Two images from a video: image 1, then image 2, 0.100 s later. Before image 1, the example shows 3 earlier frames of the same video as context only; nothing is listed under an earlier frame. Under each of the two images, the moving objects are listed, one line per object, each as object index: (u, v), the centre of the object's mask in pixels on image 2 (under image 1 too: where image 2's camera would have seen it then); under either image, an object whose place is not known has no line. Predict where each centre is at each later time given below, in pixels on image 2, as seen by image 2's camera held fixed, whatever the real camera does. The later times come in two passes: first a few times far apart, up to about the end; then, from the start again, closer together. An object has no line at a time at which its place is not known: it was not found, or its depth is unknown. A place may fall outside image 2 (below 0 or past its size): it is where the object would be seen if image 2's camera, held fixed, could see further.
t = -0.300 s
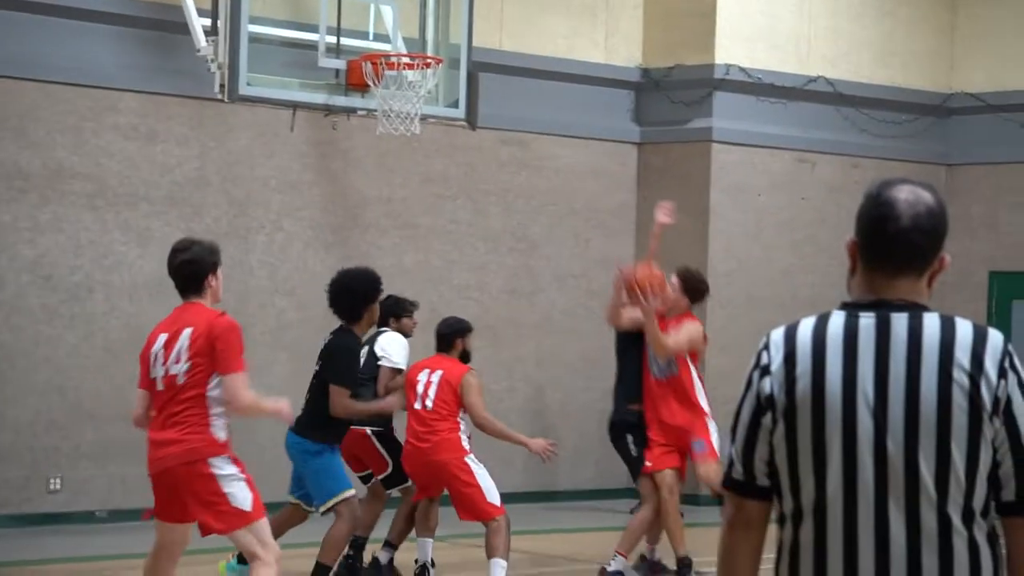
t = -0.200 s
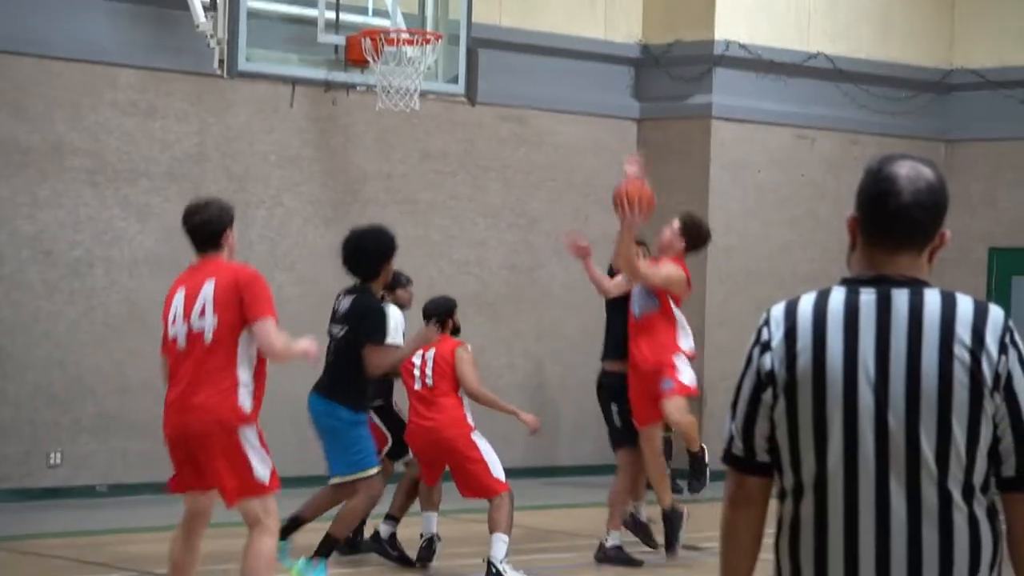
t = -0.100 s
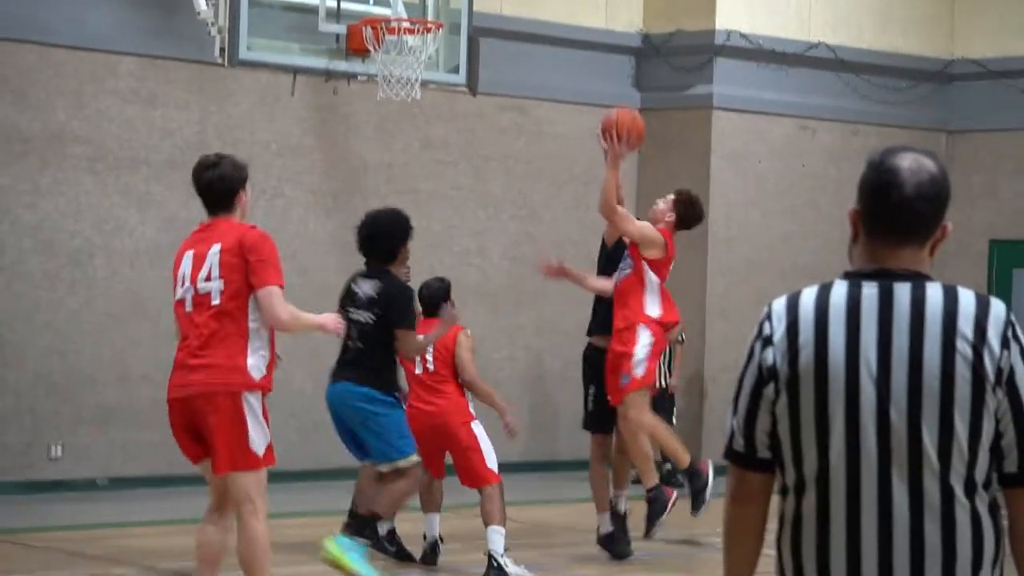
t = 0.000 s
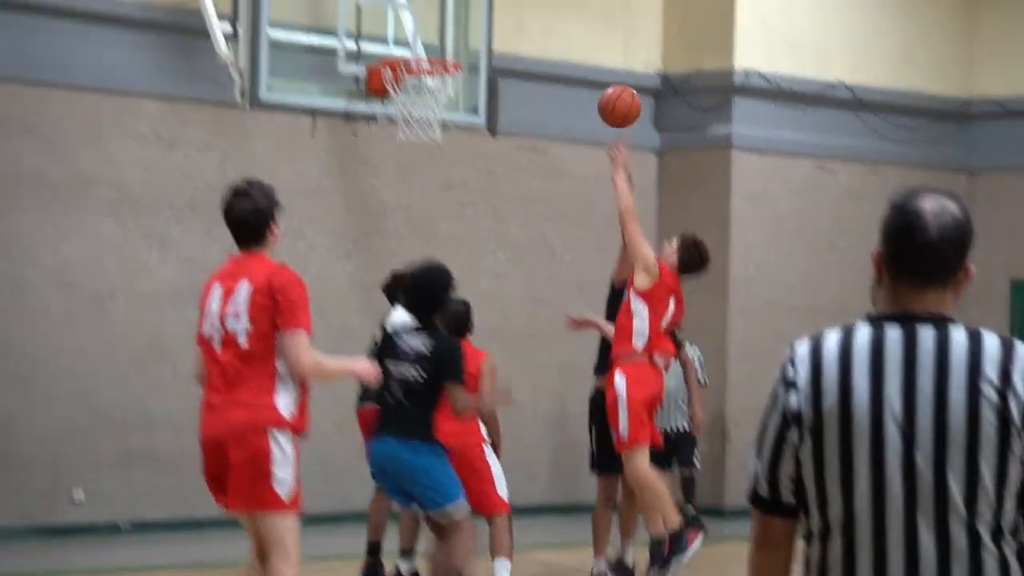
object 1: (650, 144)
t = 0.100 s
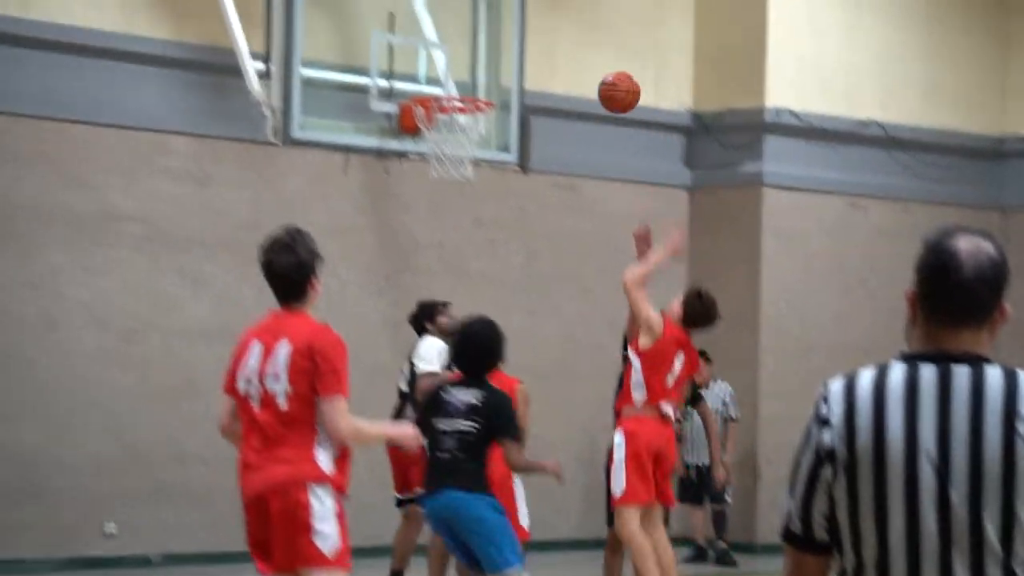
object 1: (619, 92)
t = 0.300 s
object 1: (558, 44)
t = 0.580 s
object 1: (474, 86)
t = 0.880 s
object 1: (472, 122)
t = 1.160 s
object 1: (472, 159)
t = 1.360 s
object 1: (450, 236)
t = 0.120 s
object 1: (613, 85)
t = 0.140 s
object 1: (606, 77)
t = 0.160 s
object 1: (600, 71)
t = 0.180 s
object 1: (594, 64)
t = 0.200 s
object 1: (588, 59)
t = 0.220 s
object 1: (582, 55)
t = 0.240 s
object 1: (576, 51)
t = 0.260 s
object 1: (570, 48)
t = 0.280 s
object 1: (564, 46)
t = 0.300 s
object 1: (558, 44)
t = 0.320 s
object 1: (552, 43)
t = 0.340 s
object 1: (546, 43)
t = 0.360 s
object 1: (540, 44)
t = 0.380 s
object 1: (534, 44)
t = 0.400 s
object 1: (528, 46)
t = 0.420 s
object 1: (522, 49)
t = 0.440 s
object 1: (516, 52)
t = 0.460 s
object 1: (511, 55)
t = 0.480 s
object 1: (505, 60)
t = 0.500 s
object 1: (498, 64)
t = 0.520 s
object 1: (492, 69)
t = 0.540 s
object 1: (486, 76)
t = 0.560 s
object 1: (479, 82)
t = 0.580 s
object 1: (474, 86)
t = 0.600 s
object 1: (467, 86)
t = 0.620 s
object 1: (461, 86)
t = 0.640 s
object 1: (454, 87)
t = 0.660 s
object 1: (446, 92)
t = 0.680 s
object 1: (441, 94)
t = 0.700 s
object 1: (439, 95)
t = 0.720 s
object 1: (440, 102)
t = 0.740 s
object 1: (445, 99)
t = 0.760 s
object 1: (448, 104)
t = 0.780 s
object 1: (451, 106)
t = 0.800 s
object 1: (452, 108)
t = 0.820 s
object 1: (456, 112)
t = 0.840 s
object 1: (464, 117)
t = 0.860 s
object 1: (468, 119)
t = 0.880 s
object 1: (472, 122)
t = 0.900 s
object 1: (475, 127)
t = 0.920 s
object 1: (479, 132)
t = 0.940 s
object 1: (480, 135)
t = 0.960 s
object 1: (482, 136)
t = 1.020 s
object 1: (483, 141)
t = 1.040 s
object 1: (482, 142)
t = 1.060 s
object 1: (480, 144)
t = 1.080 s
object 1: (479, 147)
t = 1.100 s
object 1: (478, 148)
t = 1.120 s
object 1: (477, 150)
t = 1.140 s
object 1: (474, 155)
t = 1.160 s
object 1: (472, 159)
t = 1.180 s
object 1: (470, 164)
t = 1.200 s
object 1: (467, 169)
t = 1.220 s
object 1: (465, 175)
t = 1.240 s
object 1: (463, 183)
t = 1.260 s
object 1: (461, 189)
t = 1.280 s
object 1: (458, 197)
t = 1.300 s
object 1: (456, 206)
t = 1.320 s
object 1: (453, 216)
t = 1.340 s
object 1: (451, 225)
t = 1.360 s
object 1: (450, 236)
